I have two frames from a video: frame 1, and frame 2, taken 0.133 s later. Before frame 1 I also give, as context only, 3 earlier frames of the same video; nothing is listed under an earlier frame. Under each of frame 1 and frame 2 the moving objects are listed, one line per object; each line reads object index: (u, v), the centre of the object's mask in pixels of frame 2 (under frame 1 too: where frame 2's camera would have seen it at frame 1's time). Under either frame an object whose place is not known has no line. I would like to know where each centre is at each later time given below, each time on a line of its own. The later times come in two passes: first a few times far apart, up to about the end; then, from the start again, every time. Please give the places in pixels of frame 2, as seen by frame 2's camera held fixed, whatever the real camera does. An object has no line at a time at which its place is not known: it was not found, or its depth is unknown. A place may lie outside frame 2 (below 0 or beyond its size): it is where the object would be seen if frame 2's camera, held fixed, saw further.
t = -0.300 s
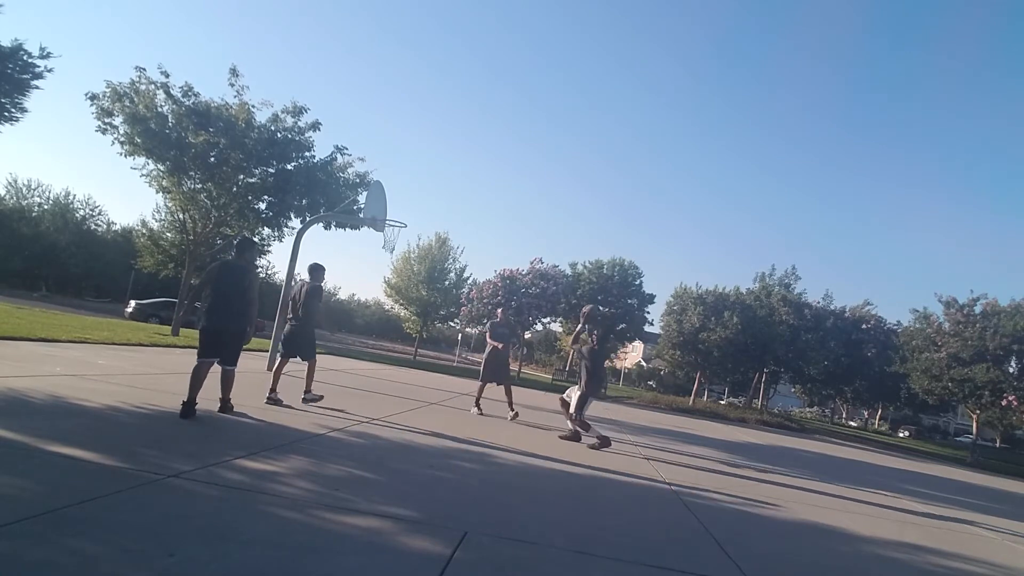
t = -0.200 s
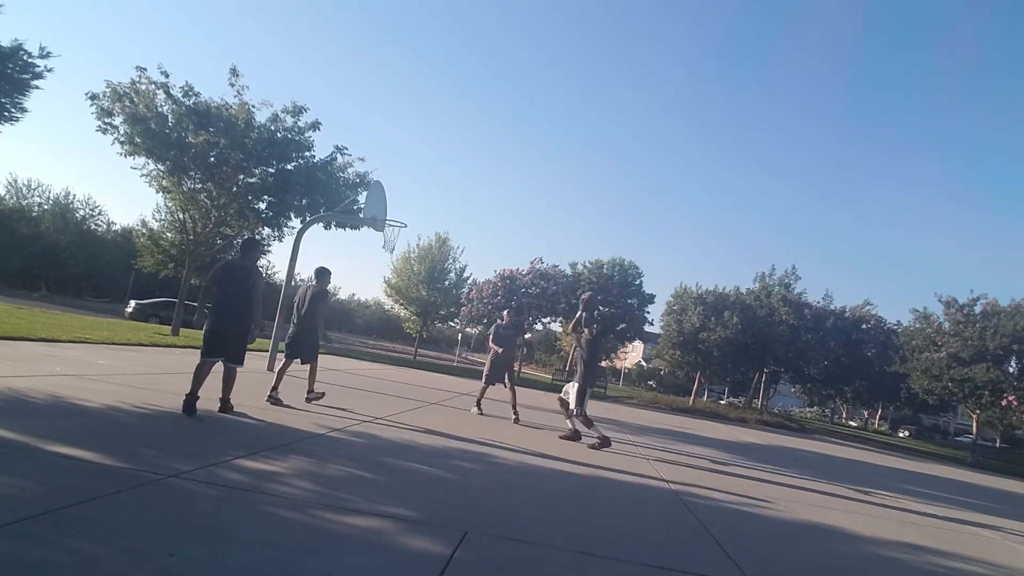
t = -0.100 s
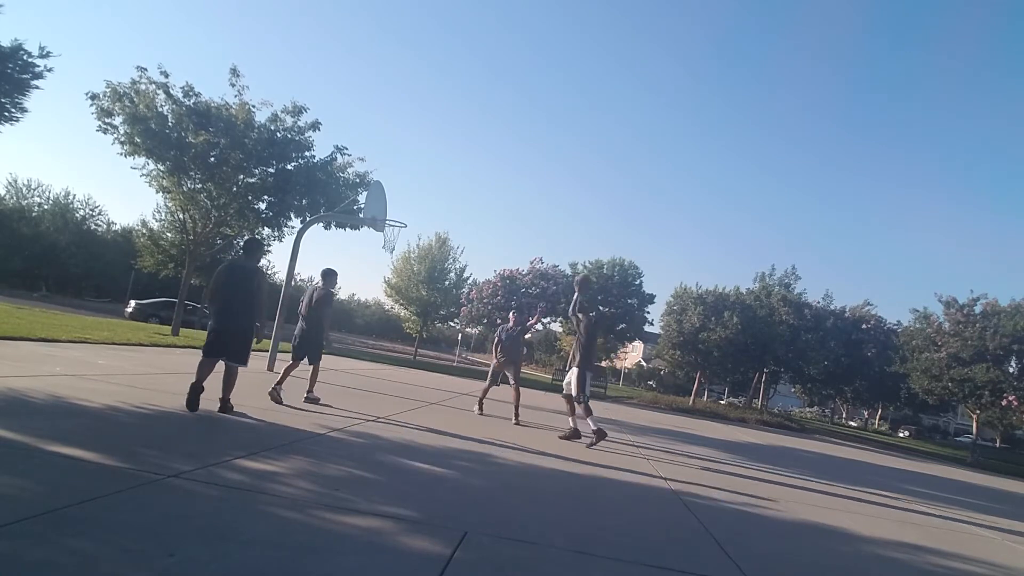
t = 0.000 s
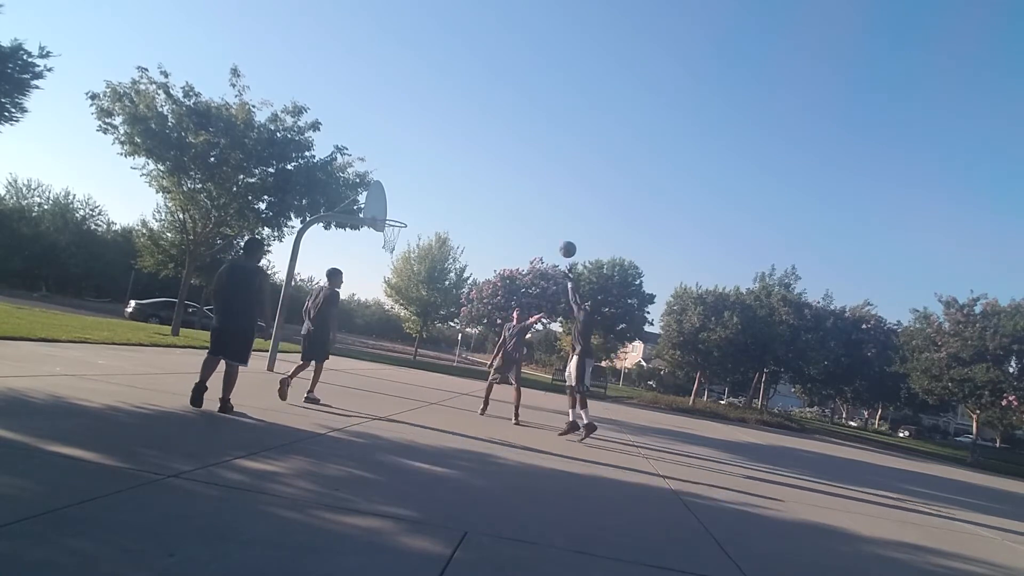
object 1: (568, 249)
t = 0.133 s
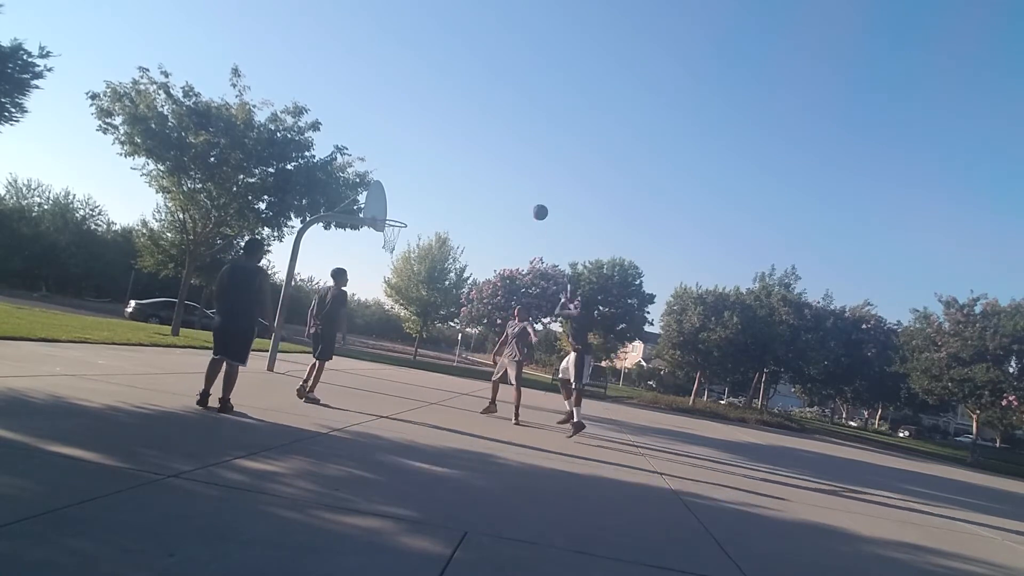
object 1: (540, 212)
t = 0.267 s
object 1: (513, 189)
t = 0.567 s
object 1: (454, 179)
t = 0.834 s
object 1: (403, 210)
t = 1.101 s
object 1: (401, 233)
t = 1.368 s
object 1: (402, 250)
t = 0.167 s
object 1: (533, 205)
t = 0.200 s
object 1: (527, 199)
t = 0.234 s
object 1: (520, 194)
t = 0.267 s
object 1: (513, 189)
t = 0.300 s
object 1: (506, 185)
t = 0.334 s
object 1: (500, 182)
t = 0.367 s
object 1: (493, 180)
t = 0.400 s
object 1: (487, 178)
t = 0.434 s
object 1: (480, 177)
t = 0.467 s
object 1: (474, 177)
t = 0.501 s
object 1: (467, 177)
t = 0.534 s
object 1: (461, 178)
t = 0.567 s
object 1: (454, 179)
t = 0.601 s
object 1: (448, 182)
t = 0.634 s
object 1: (442, 184)
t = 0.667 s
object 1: (435, 187)
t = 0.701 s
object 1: (429, 191)
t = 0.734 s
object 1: (422, 195)
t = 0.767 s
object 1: (416, 200)
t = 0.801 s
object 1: (409, 205)
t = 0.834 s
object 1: (403, 210)
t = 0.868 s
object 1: (396, 216)
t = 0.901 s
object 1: (390, 222)
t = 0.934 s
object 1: (393, 226)
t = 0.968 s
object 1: (396, 229)
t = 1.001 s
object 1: (399, 233)
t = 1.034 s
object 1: (400, 233)
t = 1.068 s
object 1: (401, 233)
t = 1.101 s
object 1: (401, 233)
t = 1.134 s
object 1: (402, 234)
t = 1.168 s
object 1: (402, 235)
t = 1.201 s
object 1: (403, 236)
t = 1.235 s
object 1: (403, 237)
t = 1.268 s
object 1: (403, 240)
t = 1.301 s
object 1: (403, 243)
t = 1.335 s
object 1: (402, 247)
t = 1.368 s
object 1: (402, 250)
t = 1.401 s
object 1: (402, 255)
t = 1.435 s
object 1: (401, 261)
